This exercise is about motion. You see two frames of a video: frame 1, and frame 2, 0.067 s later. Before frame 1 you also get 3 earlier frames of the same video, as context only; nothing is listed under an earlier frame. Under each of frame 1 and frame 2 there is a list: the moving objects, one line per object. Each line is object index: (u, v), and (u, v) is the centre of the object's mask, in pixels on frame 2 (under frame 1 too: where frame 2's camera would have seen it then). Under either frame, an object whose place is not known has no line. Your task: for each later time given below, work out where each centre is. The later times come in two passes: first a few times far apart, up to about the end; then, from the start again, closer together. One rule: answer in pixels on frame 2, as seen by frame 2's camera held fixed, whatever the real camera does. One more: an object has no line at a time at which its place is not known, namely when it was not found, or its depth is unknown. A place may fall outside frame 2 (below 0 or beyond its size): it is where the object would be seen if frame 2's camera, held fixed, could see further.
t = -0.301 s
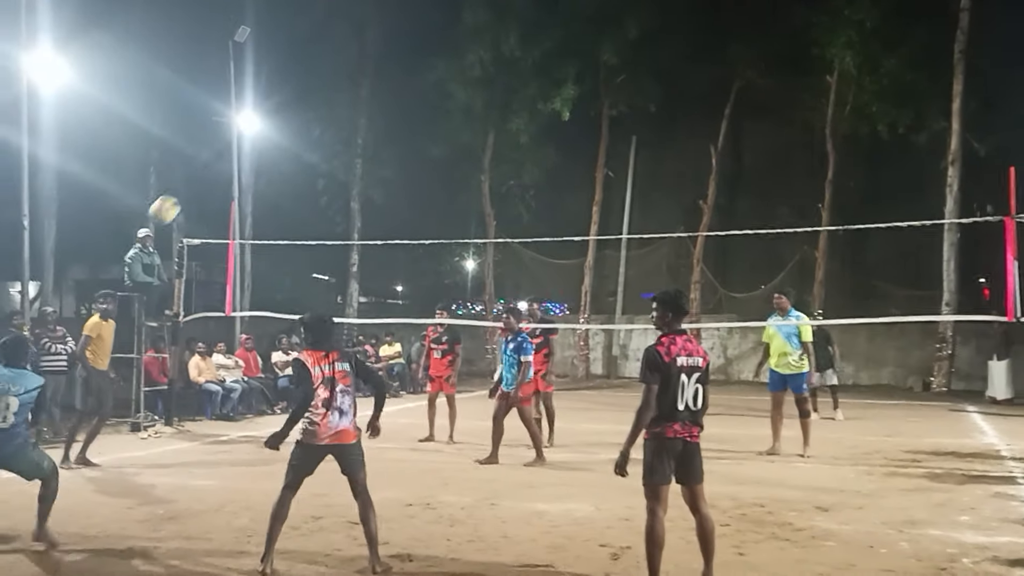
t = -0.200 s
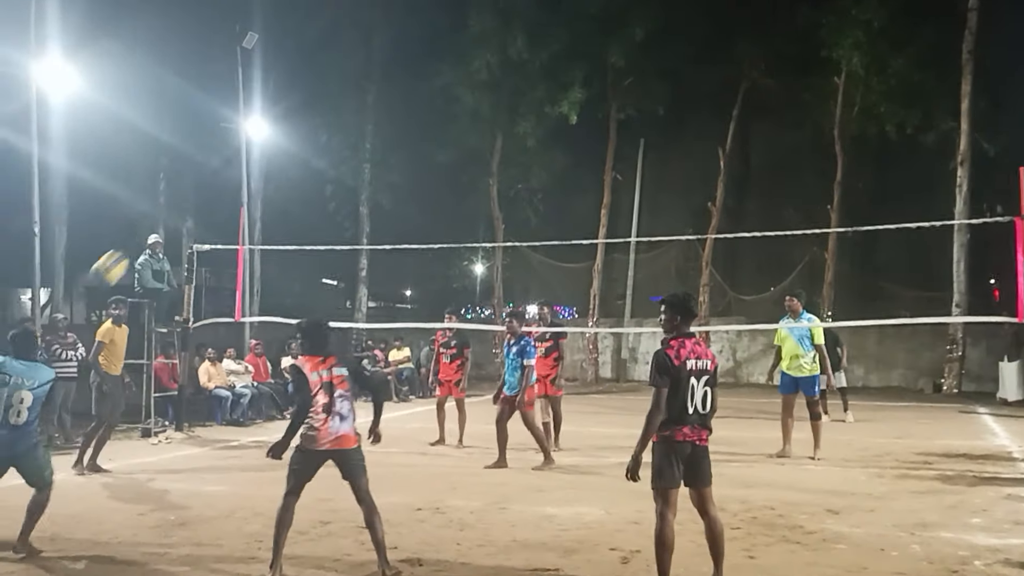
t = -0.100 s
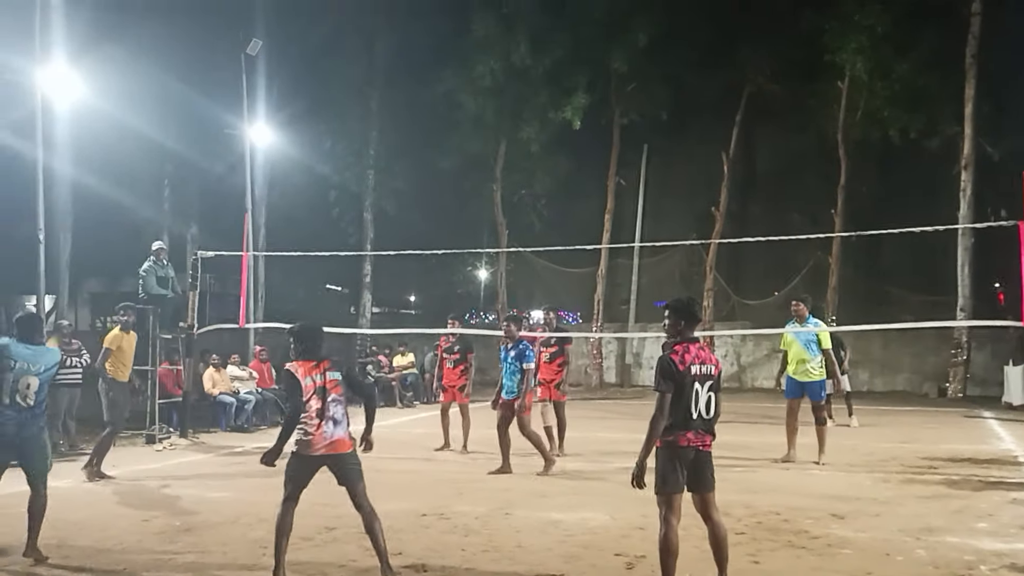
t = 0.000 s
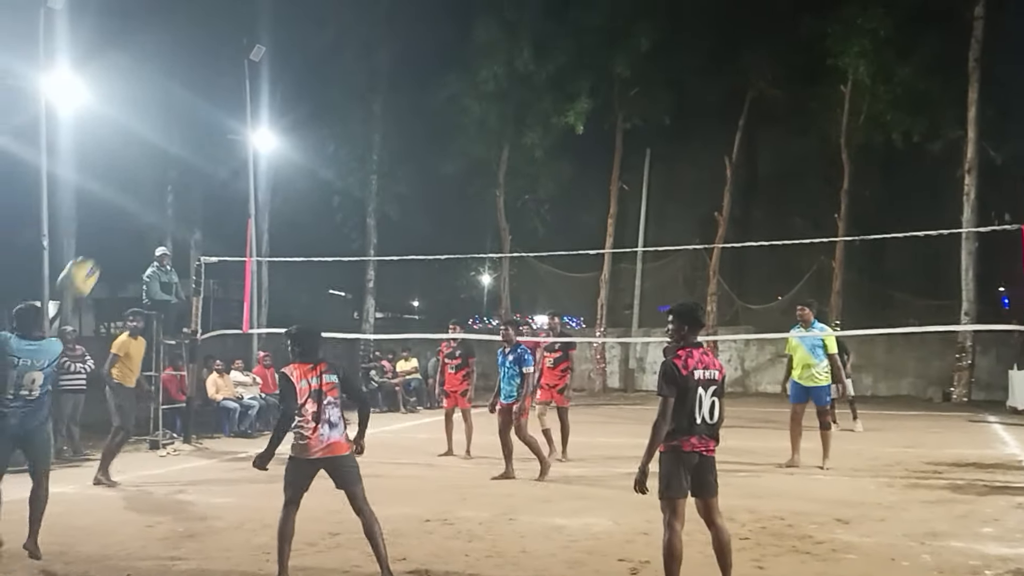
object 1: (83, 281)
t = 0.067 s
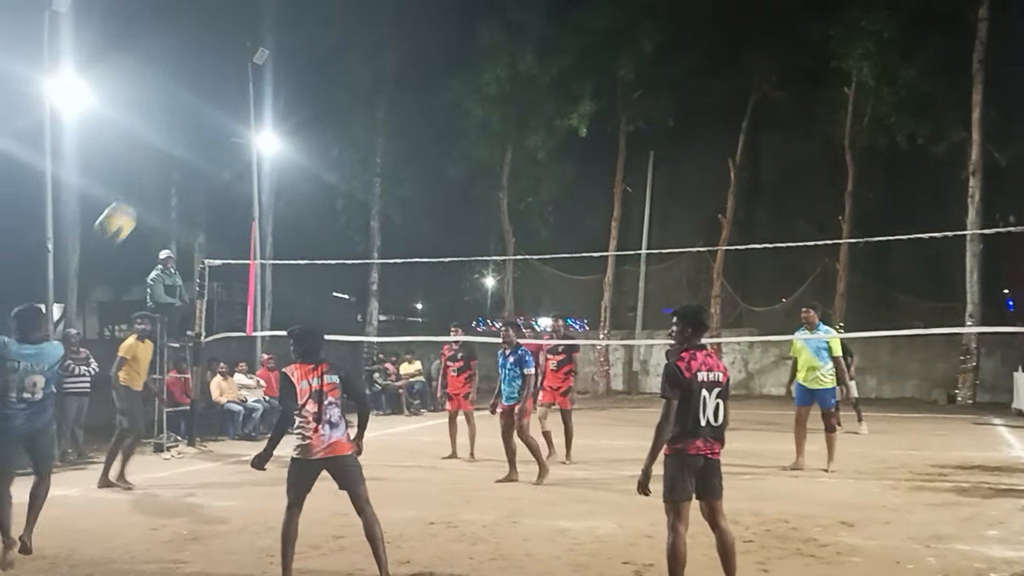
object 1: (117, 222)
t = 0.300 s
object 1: (228, 79)
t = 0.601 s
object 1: (365, 16)
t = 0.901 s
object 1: (496, 72)
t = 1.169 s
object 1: (607, 216)
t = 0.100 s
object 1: (132, 197)
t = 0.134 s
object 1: (149, 172)
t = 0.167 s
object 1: (164, 150)
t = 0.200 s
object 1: (181, 130)
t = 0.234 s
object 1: (197, 111)
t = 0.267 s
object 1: (212, 95)
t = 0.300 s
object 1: (228, 79)
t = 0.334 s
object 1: (243, 66)
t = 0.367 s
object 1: (259, 54)
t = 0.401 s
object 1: (274, 44)
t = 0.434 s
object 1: (289, 35)
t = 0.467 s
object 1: (305, 28)
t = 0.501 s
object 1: (320, 23)
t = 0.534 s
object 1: (335, 19)
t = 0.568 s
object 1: (350, 17)
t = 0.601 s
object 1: (365, 16)
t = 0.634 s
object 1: (380, 16)
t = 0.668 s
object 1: (395, 17)
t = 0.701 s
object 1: (410, 22)
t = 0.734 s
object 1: (424, 27)
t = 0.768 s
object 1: (438, 34)
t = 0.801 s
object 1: (453, 41)
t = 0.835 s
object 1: (467, 50)
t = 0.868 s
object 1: (482, 60)
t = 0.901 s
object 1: (496, 72)
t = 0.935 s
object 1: (511, 86)
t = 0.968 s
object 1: (524, 100)
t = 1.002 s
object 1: (538, 116)
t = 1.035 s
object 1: (552, 134)
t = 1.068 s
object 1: (566, 153)
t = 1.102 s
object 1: (580, 171)
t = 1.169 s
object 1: (607, 216)
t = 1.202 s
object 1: (620, 238)
